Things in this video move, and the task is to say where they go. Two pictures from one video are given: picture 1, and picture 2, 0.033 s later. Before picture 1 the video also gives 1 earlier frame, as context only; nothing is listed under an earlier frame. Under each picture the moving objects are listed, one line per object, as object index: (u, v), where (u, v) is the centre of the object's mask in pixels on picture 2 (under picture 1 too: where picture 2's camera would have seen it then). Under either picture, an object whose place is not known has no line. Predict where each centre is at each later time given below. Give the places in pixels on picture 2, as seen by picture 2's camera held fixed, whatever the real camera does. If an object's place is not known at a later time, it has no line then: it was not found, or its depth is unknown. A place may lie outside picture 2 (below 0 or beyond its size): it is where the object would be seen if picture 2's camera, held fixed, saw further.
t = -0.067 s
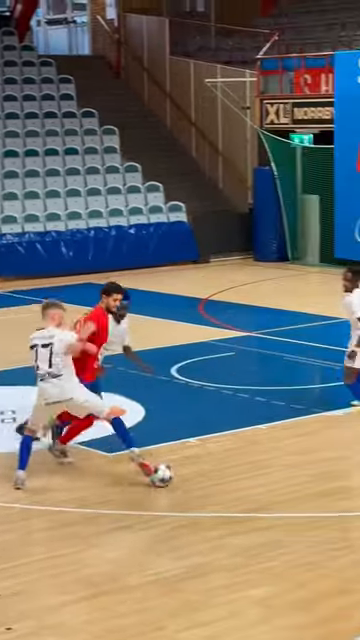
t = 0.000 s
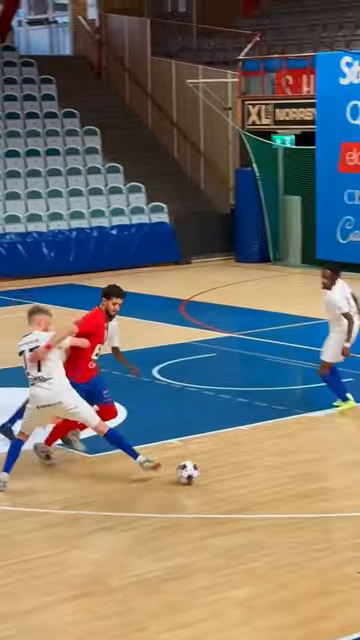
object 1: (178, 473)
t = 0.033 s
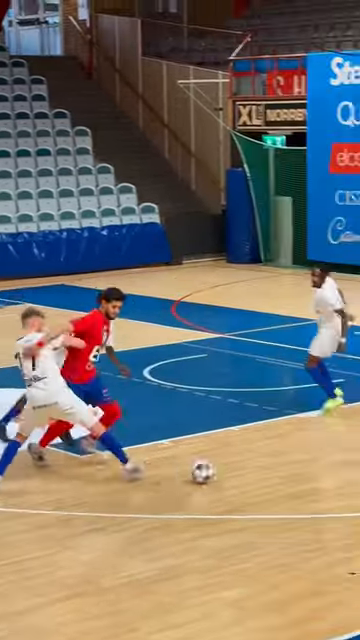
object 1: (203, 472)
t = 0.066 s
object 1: (228, 468)
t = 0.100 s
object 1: (251, 467)
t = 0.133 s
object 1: (273, 466)
